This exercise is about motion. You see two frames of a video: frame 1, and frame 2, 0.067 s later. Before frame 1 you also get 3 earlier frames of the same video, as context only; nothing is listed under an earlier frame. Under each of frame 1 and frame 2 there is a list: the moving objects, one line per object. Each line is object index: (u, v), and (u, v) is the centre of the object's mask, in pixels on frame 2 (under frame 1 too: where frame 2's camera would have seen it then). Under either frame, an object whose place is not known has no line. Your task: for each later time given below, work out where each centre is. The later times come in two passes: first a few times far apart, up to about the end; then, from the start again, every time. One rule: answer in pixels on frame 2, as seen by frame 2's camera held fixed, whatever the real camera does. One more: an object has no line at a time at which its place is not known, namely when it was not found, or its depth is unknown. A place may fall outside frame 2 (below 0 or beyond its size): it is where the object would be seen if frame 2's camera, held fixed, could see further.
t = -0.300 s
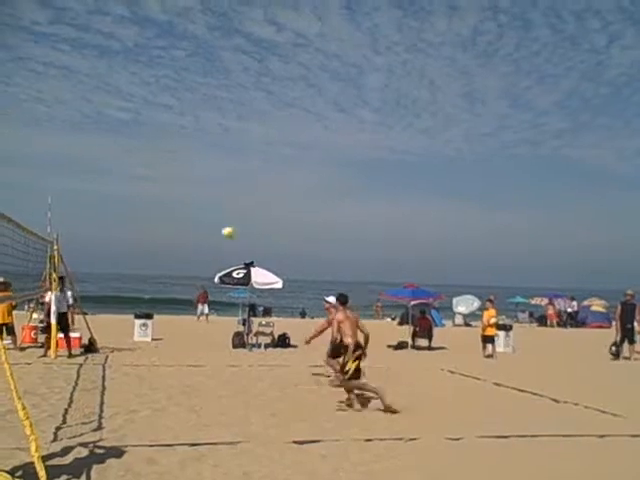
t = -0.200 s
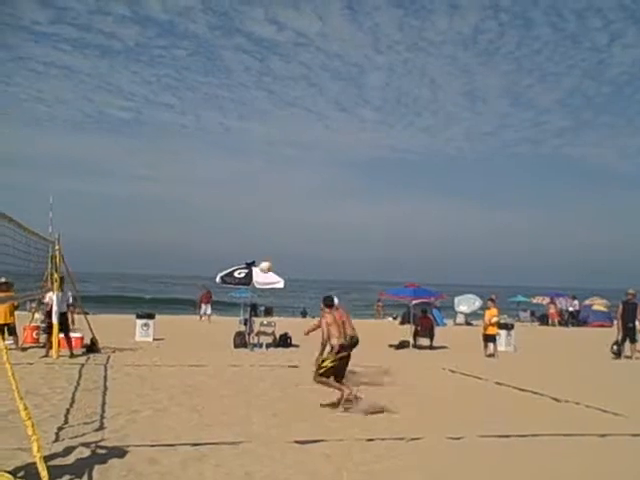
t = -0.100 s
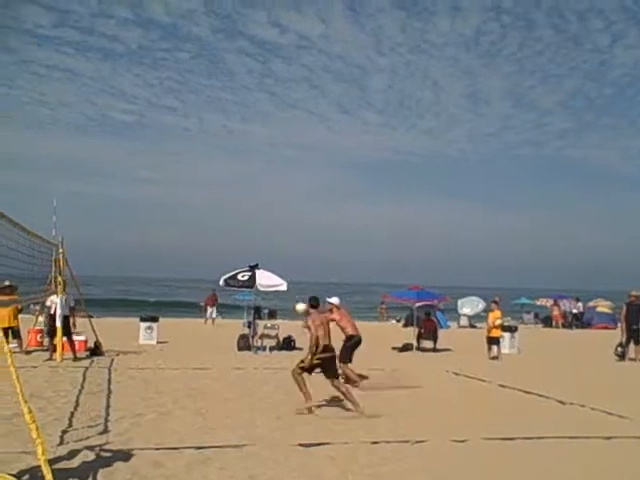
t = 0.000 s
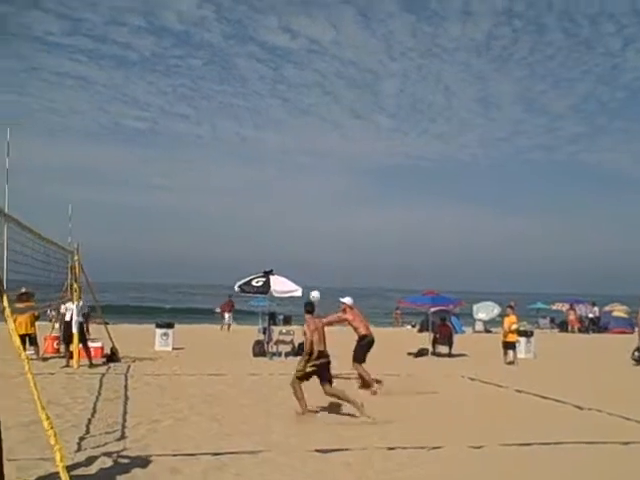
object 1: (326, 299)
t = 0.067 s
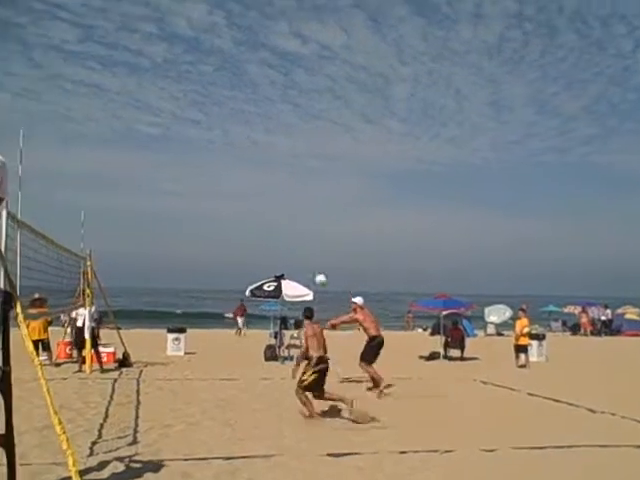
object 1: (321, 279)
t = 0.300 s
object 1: (300, 225)
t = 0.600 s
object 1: (271, 195)
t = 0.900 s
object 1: (241, 214)
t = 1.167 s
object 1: (212, 276)
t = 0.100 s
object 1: (317, 270)
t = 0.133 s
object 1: (314, 261)
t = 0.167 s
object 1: (311, 253)
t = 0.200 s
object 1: (308, 245)
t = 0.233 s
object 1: (305, 238)
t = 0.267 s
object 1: (303, 231)
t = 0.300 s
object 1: (300, 225)
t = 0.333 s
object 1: (297, 219)
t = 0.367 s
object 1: (294, 213)
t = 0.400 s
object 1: (291, 209)
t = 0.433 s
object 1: (288, 206)
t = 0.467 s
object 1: (285, 202)
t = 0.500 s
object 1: (282, 199)
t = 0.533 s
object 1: (279, 197)
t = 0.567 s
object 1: (274, 196)
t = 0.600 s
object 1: (271, 195)
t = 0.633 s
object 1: (268, 194)
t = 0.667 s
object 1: (265, 194)
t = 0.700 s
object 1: (262, 194)
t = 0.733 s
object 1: (259, 197)
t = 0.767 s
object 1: (256, 198)
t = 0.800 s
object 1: (252, 201)
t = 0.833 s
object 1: (248, 205)
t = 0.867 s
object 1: (244, 209)
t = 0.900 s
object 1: (241, 214)
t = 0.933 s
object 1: (237, 219)
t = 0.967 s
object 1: (234, 225)
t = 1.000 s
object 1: (231, 232)
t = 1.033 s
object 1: (227, 239)
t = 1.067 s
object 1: (224, 248)
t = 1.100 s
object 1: (221, 257)
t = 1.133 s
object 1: (216, 266)
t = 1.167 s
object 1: (212, 276)
